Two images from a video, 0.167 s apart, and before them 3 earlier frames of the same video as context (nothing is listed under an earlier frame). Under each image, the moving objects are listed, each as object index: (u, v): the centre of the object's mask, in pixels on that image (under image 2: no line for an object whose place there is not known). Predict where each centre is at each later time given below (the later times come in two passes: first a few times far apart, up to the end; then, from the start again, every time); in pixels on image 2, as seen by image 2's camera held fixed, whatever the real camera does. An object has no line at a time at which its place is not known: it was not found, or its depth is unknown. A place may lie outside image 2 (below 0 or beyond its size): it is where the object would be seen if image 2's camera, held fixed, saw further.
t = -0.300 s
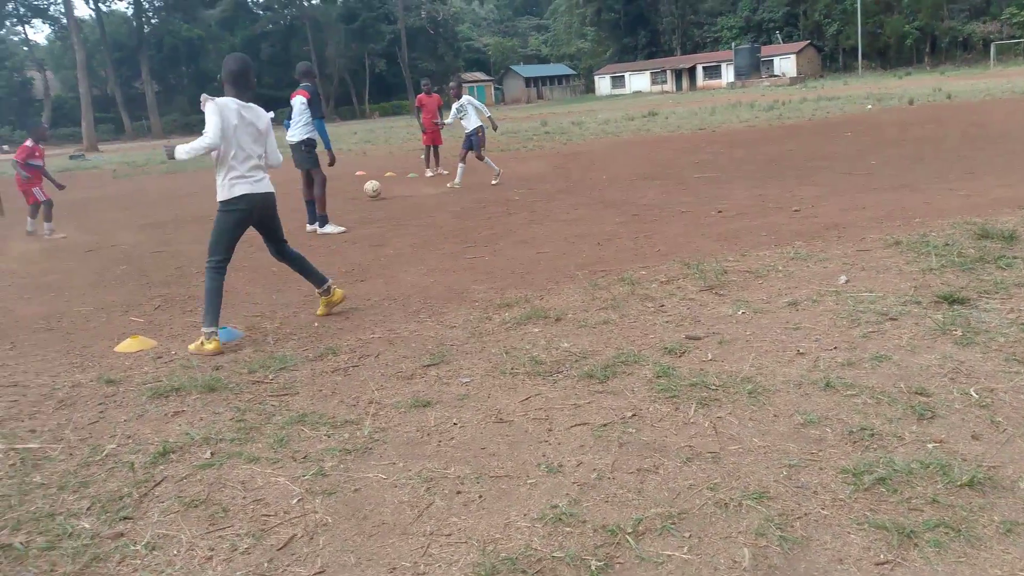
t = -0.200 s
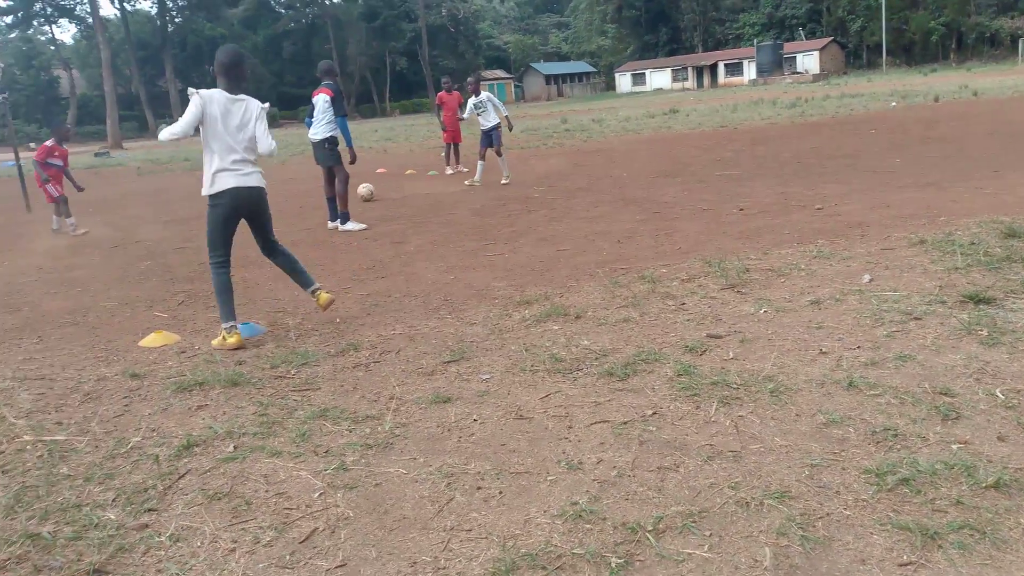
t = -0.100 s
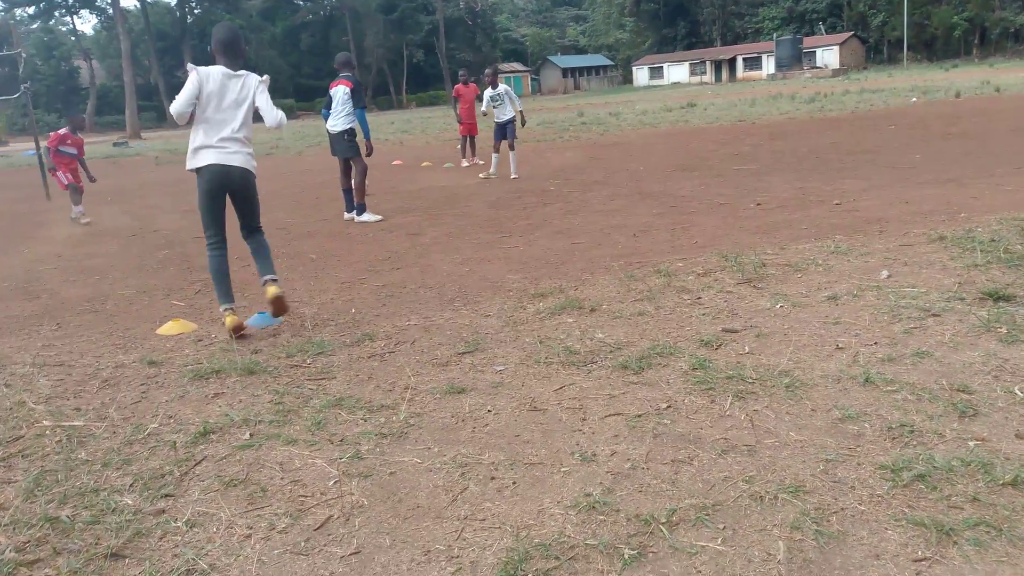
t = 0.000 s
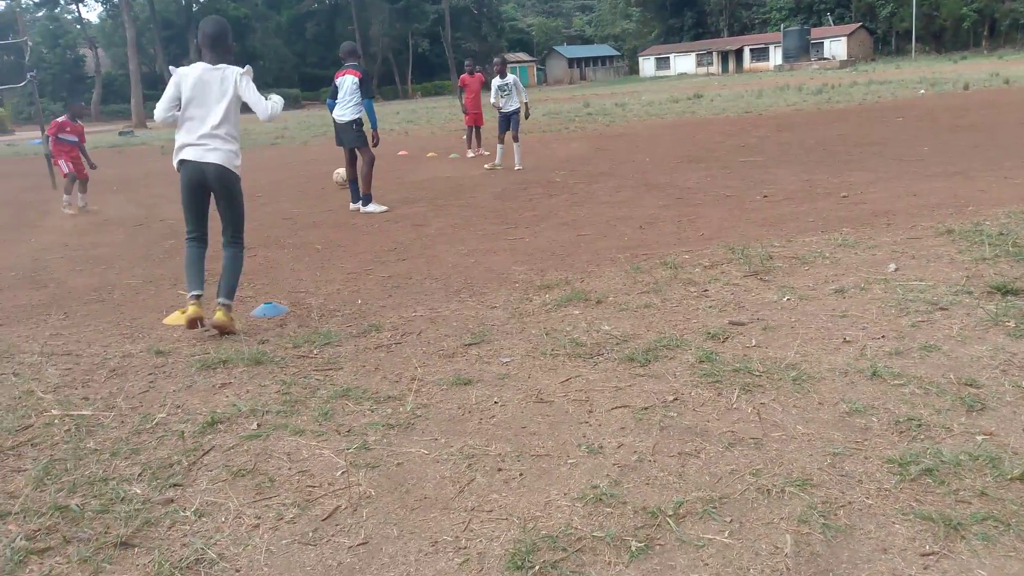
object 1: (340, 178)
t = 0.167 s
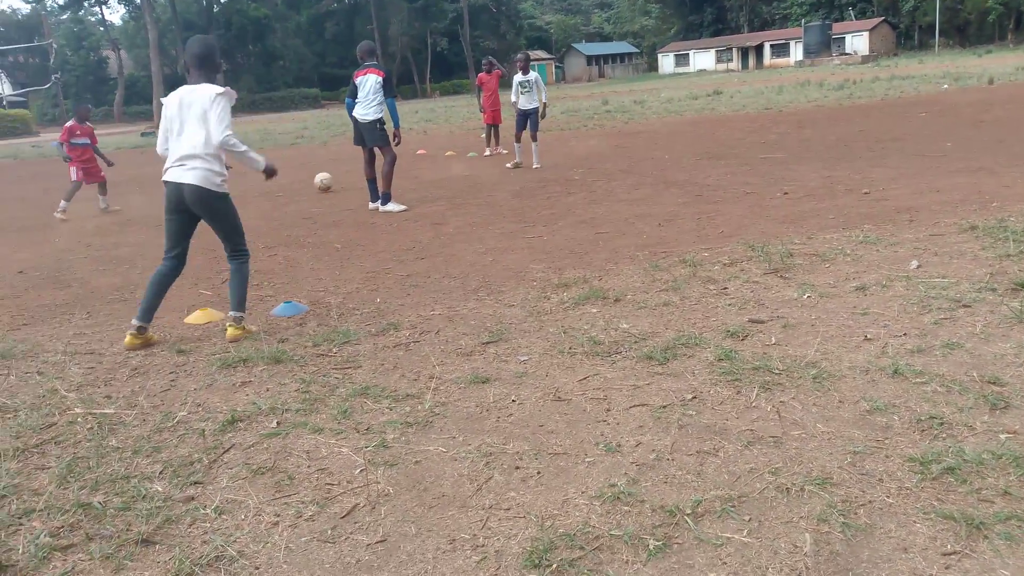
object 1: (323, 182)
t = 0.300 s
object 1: (293, 186)
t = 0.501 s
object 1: (246, 191)
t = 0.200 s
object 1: (316, 184)
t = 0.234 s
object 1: (308, 184)
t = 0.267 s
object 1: (300, 184)
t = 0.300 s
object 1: (293, 186)
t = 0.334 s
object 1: (285, 187)
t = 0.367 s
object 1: (277, 188)
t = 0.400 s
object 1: (270, 189)
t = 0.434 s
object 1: (262, 190)
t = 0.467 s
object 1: (254, 191)
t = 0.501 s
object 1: (246, 191)
